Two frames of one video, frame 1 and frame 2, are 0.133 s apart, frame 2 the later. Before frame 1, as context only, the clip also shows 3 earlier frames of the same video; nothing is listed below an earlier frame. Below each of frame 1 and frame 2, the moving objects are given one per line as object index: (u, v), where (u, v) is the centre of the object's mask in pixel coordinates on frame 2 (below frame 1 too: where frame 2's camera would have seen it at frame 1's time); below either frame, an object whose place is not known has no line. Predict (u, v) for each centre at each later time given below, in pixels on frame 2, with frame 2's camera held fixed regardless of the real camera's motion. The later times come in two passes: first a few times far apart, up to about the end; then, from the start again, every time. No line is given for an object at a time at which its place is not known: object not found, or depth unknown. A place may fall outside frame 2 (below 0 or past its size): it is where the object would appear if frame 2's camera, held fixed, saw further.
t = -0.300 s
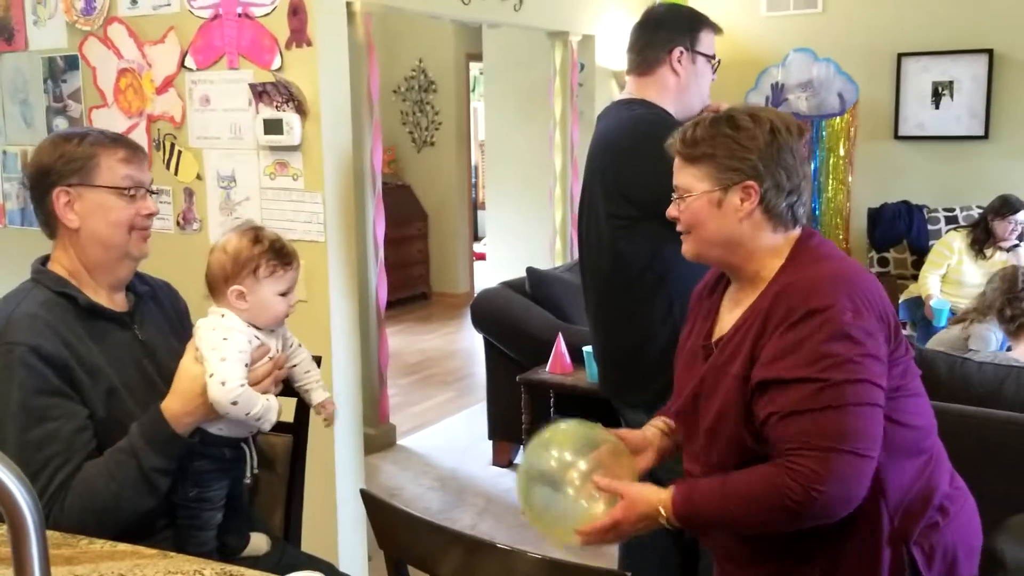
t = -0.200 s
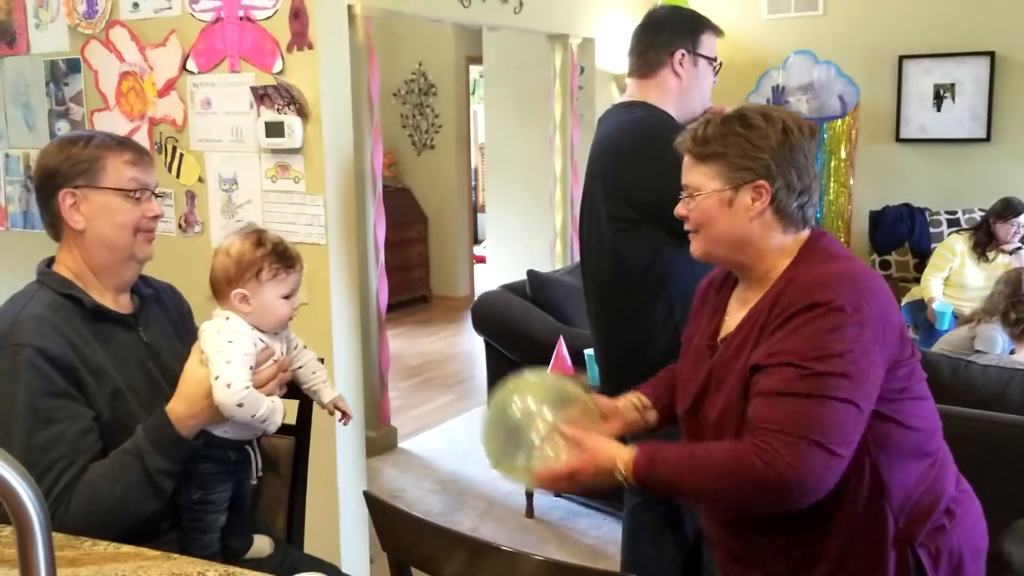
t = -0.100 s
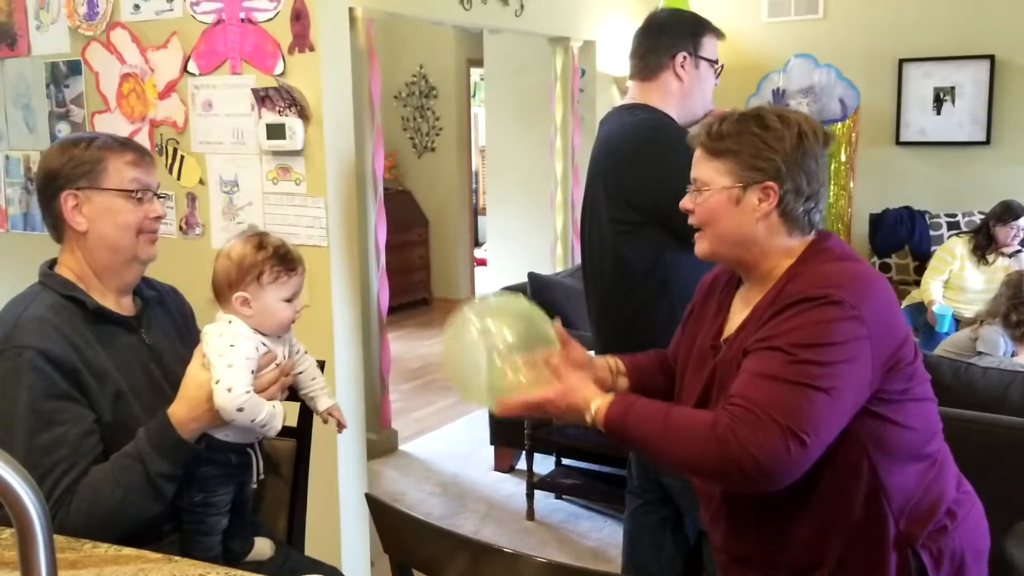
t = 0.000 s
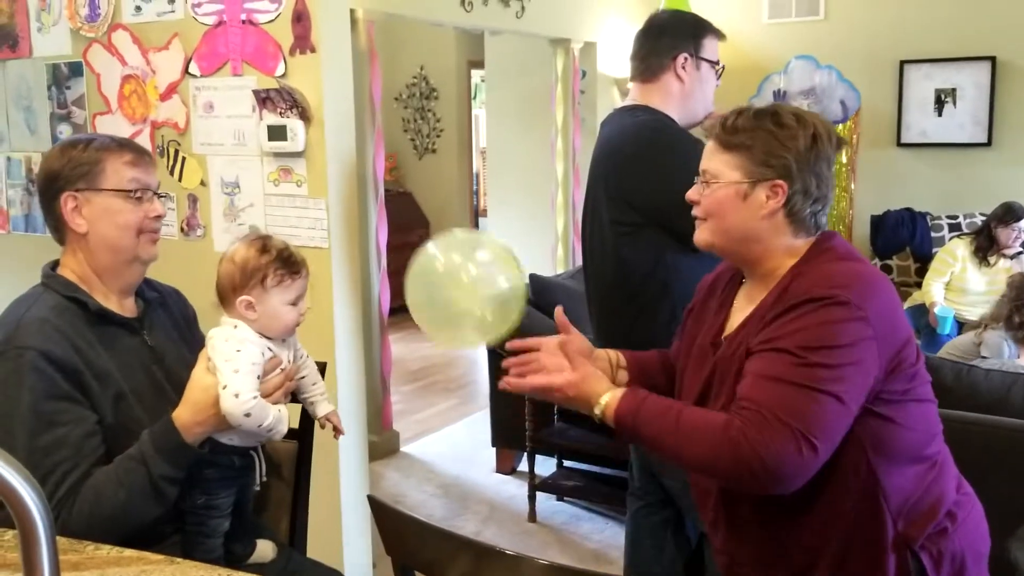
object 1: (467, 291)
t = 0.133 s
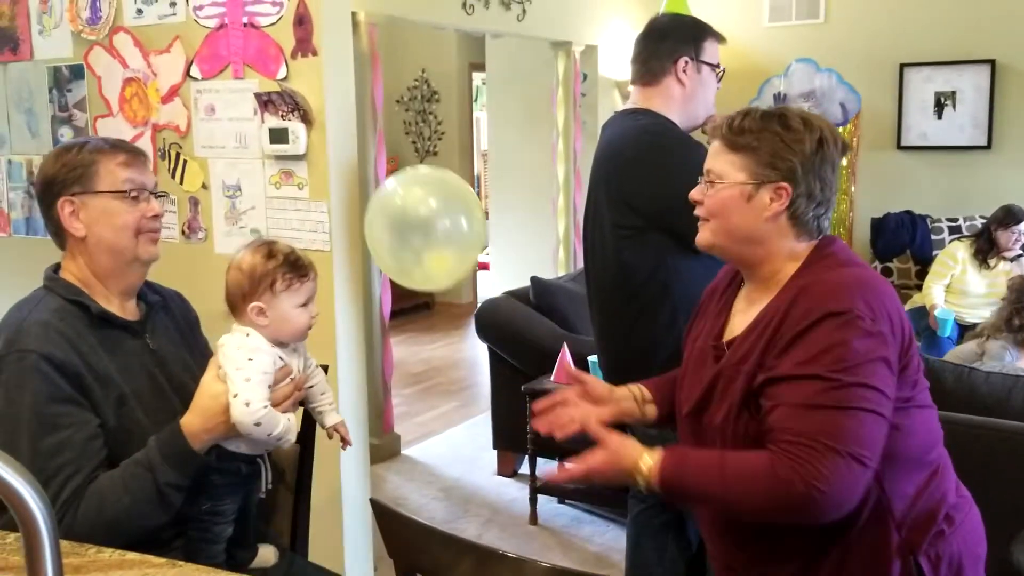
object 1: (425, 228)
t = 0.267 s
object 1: (393, 190)
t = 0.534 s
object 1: (335, 183)
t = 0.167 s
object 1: (417, 216)
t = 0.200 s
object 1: (408, 206)
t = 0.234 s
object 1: (399, 197)
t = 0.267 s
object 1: (393, 190)
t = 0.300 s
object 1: (384, 185)
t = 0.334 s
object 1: (377, 181)
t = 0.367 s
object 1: (369, 178)
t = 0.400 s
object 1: (362, 177)
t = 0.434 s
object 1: (355, 177)
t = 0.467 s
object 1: (347, 178)
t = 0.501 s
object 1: (341, 180)
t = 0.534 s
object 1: (335, 183)
